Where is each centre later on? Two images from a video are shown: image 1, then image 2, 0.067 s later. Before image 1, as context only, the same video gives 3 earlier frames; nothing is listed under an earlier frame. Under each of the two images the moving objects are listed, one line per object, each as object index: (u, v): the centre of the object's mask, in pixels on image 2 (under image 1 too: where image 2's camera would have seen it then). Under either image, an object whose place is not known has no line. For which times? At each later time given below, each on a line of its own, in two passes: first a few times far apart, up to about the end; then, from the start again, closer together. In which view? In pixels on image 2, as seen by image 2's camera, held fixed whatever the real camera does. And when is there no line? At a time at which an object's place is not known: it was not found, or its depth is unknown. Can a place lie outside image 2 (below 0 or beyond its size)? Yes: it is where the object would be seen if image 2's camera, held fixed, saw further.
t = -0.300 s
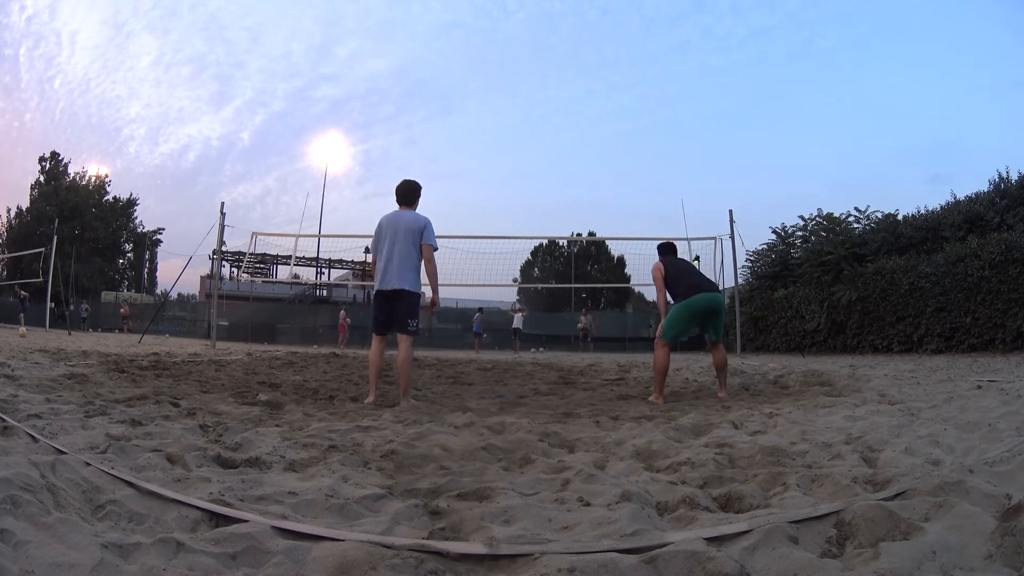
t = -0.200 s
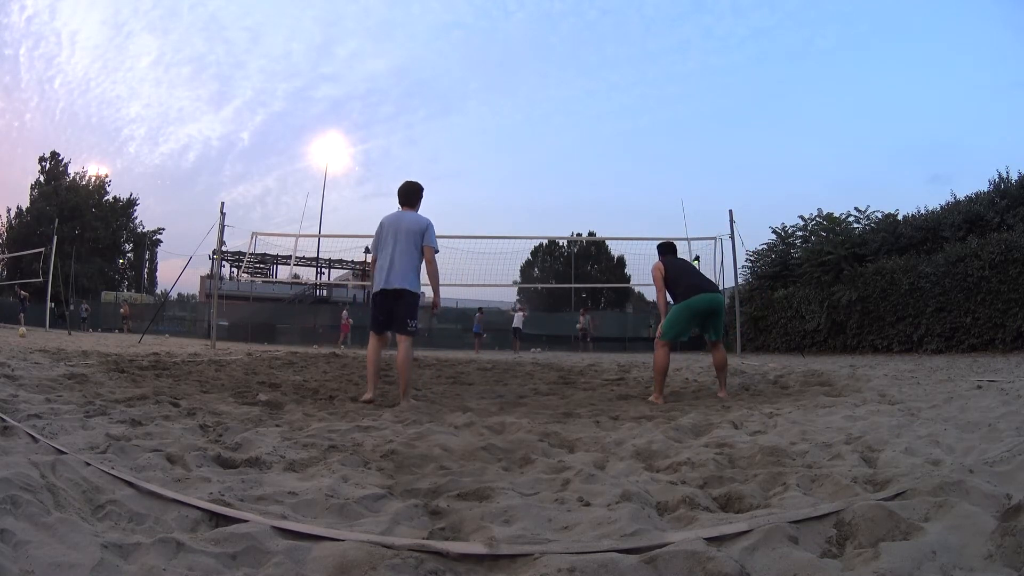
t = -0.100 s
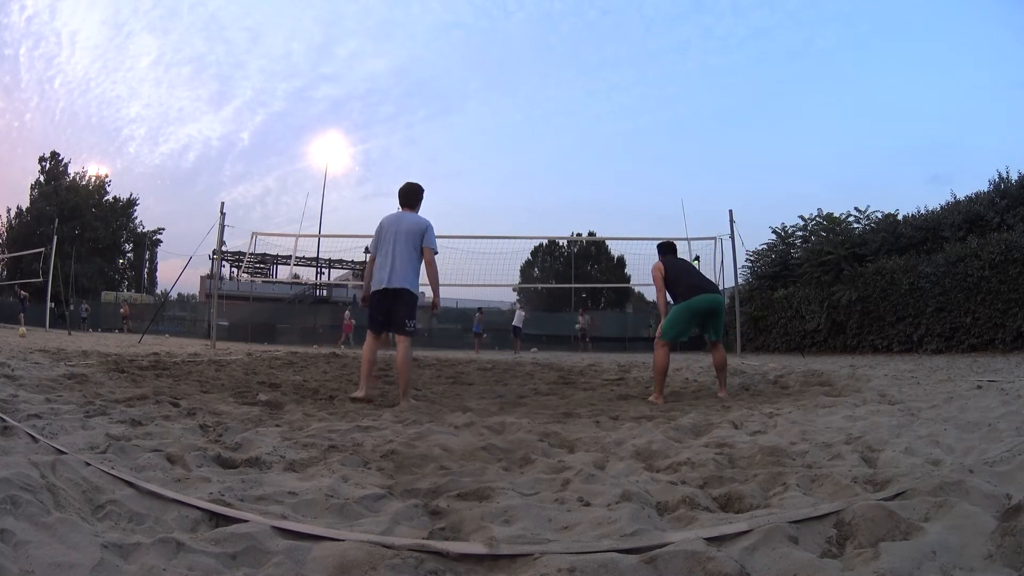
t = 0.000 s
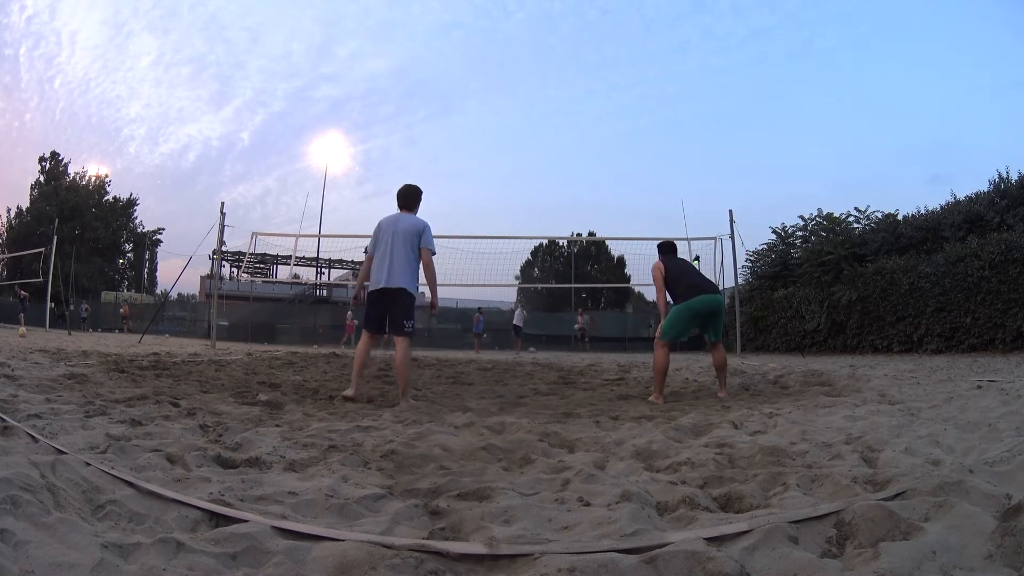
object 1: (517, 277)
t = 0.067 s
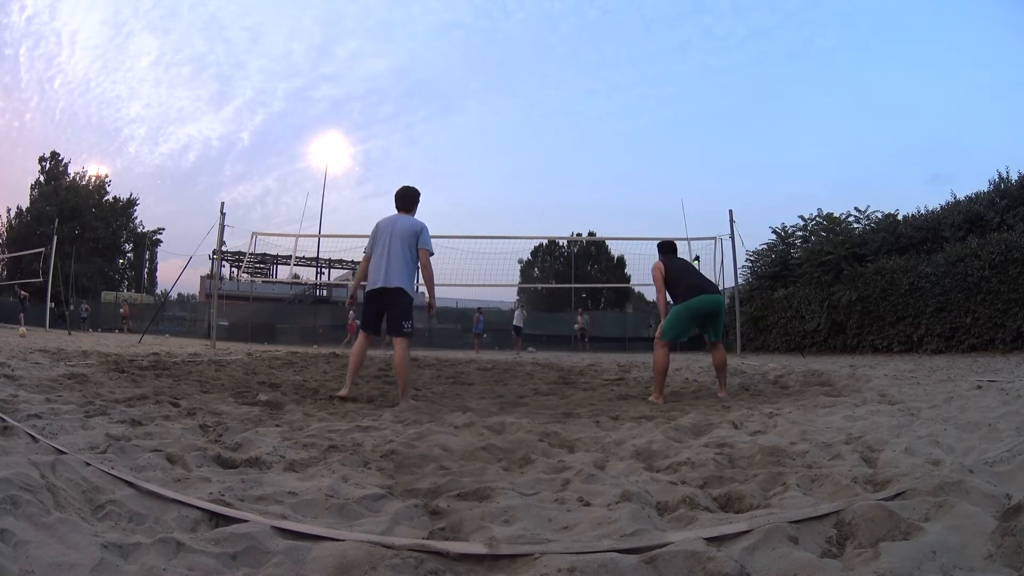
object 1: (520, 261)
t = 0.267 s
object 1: (530, 215)
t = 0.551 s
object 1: (546, 161)
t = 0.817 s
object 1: (567, 125)
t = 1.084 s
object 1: (596, 109)
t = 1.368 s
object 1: (645, 137)
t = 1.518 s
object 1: (685, 187)
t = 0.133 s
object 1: (524, 245)
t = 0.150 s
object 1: (524, 241)
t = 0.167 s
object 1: (525, 237)
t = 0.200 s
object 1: (527, 230)
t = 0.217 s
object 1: (528, 226)
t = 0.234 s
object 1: (528, 222)
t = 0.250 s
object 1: (529, 219)
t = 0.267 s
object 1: (530, 215)
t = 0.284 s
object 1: (531, 212)
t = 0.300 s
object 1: (532, 208)
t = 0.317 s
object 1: (533, 205)
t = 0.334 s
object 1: (534, 201)
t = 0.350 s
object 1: (534, 198)
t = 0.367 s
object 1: (535, 195)
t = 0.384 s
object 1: (536, 191)
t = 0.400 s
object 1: (537, 188)
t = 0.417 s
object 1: (538, 185)
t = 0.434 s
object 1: (539, 182)
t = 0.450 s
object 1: (540, 179)
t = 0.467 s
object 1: (541, 176)
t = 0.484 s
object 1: (542, 173)
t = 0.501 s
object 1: (543, 170)
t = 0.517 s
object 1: (544, 167)
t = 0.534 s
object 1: (545, 164)
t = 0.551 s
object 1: (546, 161)
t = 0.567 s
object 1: (547, 158)
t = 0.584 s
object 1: (548, 155)
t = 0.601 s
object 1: (549, 153)
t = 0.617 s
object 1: (551, 150)
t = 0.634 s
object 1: (552, 148)
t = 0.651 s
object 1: (553, 145)
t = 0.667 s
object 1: (554, 143)
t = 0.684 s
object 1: (555, 141)
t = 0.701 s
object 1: (557, 138)
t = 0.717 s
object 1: (558, 136)
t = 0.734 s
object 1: (559, 134)
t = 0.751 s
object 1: (561, 132)
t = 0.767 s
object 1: (562, 130)
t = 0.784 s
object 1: (563, 129)
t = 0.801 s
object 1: (565, 127)
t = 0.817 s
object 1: (567, 125)
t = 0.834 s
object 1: (568, 123)
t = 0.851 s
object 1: (570, 122)
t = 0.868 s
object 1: (571, 120)
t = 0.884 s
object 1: (573, 119)
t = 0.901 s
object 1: (575, 118)
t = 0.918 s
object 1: (577, 116)
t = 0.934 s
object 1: (578, 115)
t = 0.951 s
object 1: (580, 114)
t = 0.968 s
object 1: (582, 113)
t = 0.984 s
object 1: (584, 112)
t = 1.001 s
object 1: (586, 111)
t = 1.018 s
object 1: (588, 111)
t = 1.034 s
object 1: (590, 110)
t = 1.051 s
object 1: (592, 110)
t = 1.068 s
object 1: (594, 109)
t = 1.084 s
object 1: (596, 109)
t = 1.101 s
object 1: (599, 109)
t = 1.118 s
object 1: (601, 109)
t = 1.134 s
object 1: (603, 110)
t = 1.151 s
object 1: (606, 110)
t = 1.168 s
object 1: (608, 111)
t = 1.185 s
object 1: (611, 112)
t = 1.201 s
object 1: (613, 113)
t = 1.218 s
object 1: (616, 114)
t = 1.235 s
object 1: (619, 116)
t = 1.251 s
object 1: (622, 117)
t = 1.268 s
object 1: (625, 119)
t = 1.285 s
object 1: (628, 122)
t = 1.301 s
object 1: (631, 124)
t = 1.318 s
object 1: (635, 127)
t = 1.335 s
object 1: (638, 130)
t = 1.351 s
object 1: (641, 133)
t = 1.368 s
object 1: (645, 137)
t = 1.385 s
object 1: (649, 141)
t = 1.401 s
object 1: (653, 145)
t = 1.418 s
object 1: (657, 150)
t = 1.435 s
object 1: (661, 155)
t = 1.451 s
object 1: (666, 160)
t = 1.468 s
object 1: (670, 166)
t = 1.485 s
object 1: (675, 172)
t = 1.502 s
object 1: (680, 179)
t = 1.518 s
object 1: (685, 187)
